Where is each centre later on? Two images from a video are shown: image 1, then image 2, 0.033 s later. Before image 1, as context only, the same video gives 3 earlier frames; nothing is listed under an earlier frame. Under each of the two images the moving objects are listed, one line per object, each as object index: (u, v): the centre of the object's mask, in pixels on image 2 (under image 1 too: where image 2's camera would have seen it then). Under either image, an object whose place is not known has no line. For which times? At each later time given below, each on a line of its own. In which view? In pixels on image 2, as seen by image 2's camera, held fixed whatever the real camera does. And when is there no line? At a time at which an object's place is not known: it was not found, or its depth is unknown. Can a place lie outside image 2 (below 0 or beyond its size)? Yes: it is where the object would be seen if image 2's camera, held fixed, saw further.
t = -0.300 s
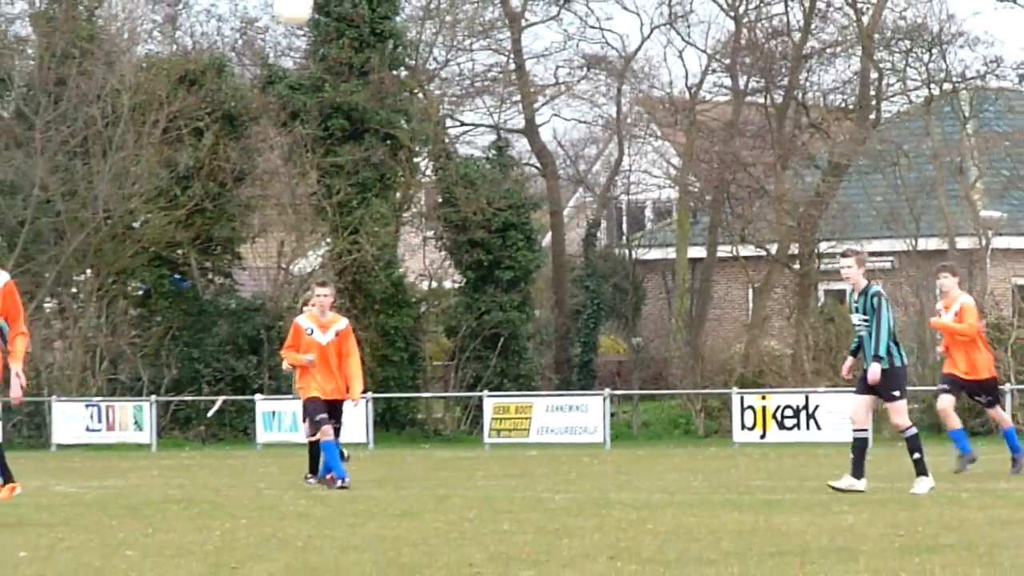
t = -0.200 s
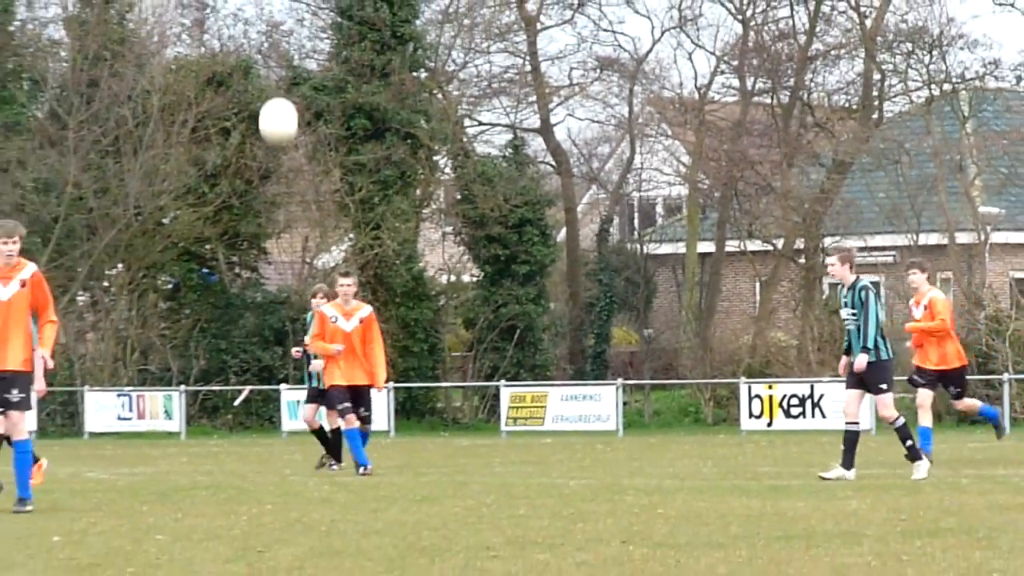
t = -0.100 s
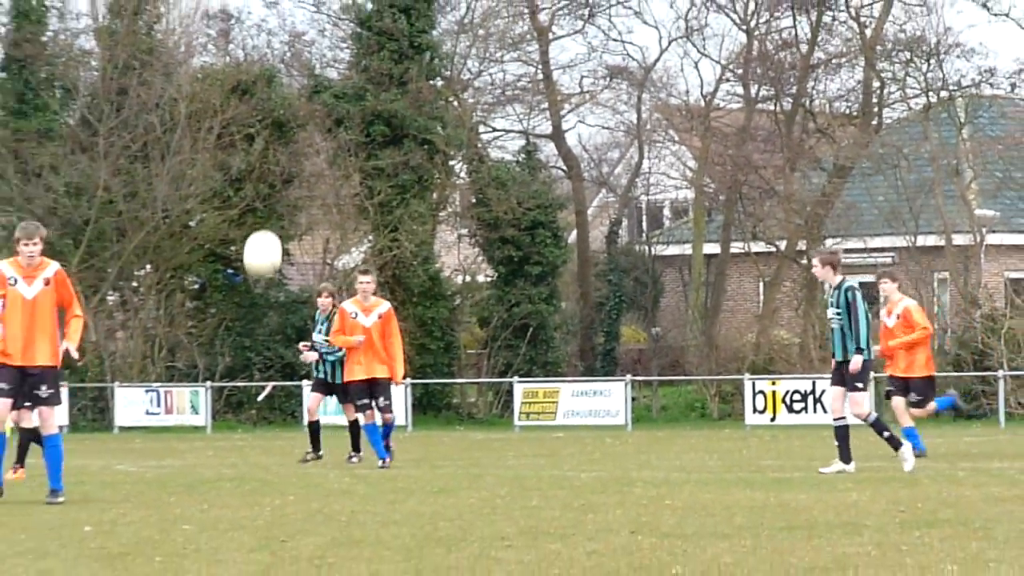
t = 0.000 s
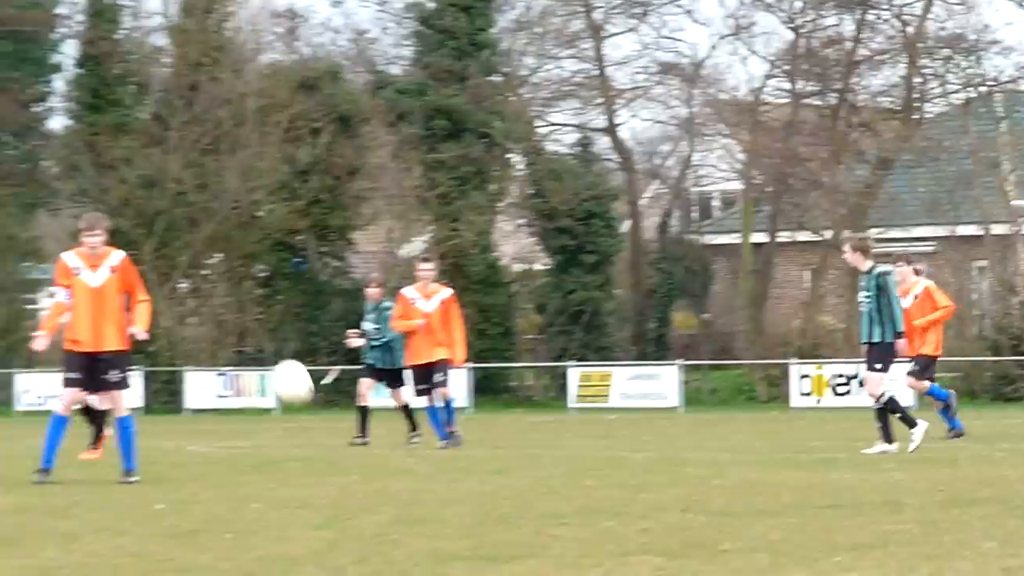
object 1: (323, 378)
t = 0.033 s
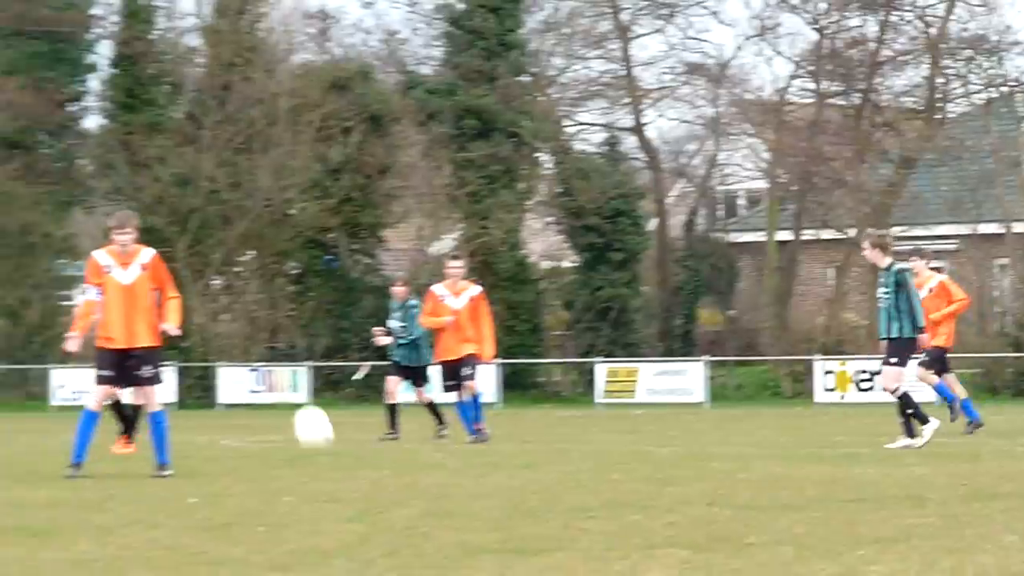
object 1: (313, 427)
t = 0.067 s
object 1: (302, 479)
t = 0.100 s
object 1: (288, 463)
